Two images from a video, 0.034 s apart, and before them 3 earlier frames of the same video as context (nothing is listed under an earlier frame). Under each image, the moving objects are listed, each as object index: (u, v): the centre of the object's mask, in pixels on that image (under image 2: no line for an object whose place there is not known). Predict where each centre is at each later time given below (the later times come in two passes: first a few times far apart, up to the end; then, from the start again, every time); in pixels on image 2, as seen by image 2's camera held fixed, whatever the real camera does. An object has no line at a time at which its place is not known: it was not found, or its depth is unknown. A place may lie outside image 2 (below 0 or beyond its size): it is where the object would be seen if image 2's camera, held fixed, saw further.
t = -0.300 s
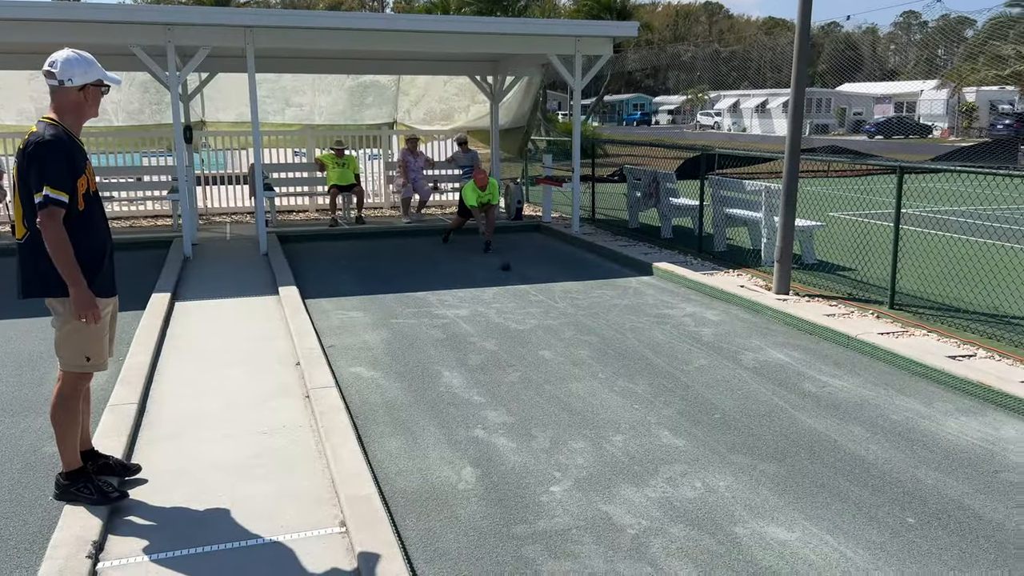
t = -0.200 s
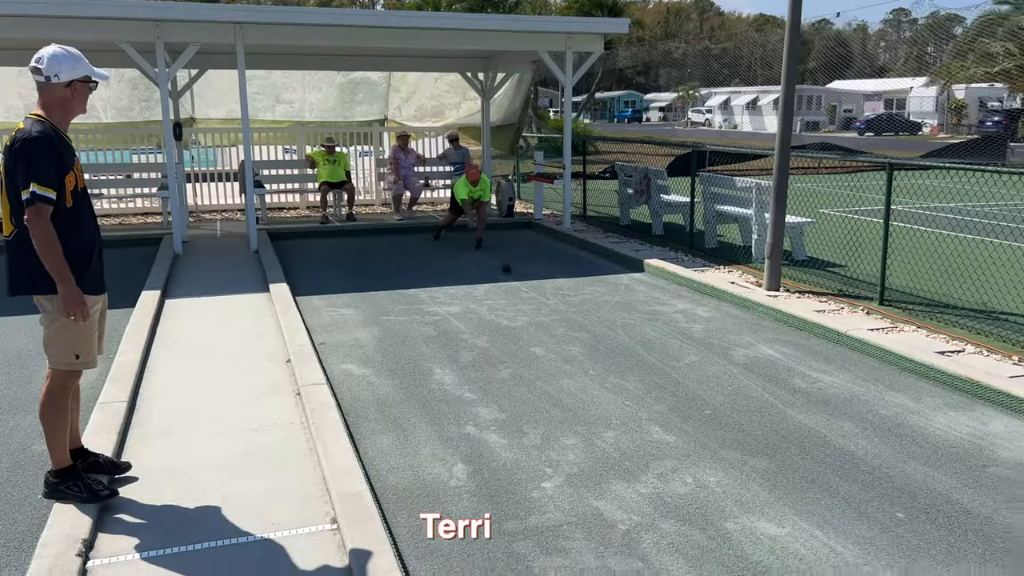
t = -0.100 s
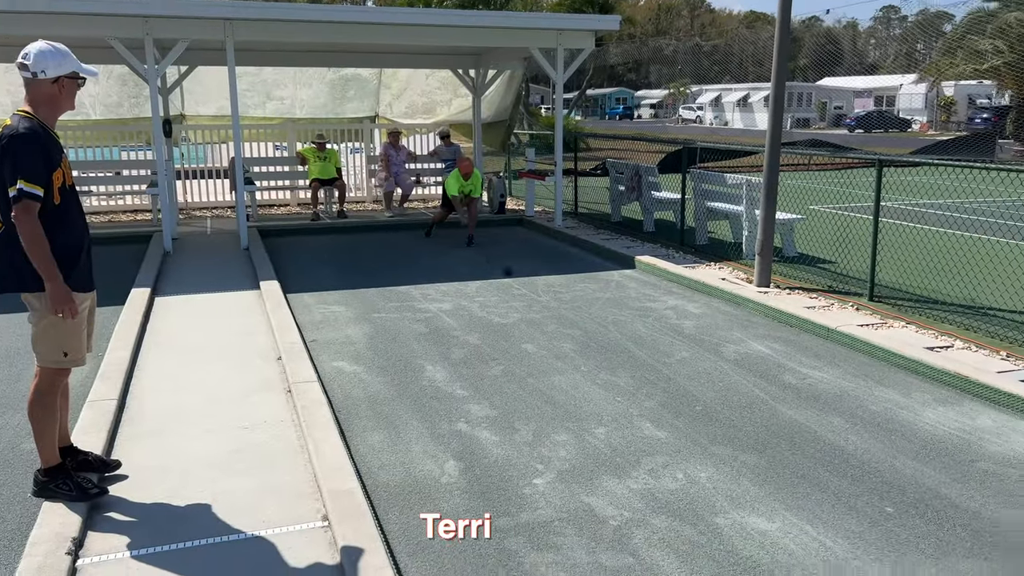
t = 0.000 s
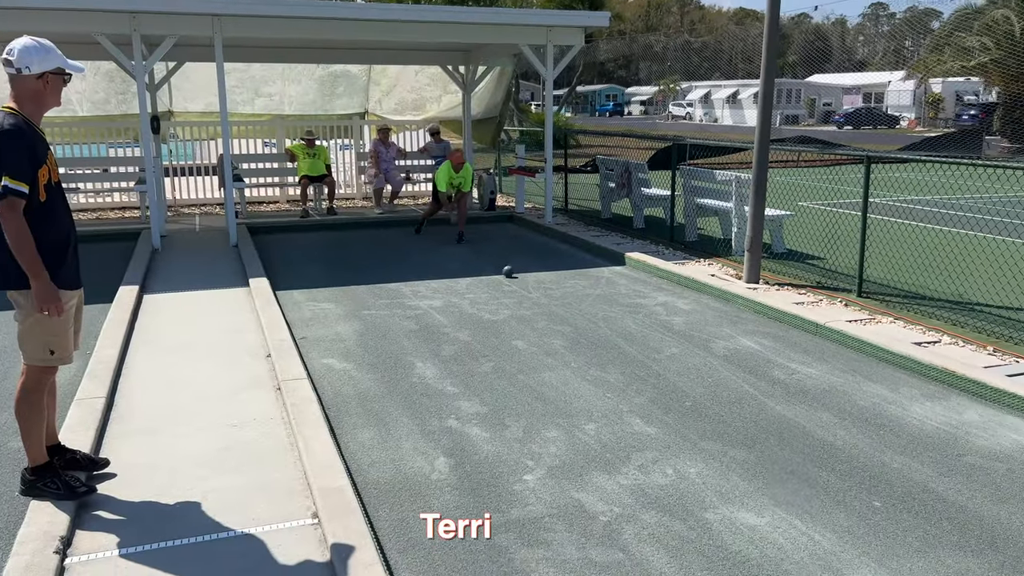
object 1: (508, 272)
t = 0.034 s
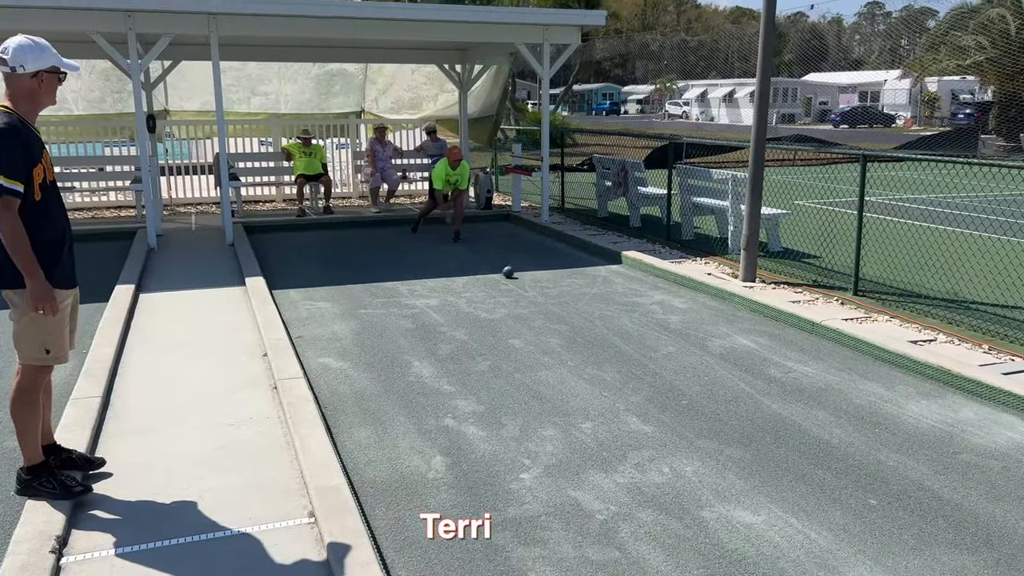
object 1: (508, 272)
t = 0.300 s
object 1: (539, 287)
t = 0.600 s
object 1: (580, 307)
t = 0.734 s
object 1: (601, 317)
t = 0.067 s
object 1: (511, 274)
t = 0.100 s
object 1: (515, 276)
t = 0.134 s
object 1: (519, 277)
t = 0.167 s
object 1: (523, 279)
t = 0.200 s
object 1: (527, 282)
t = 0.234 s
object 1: (531, 284)
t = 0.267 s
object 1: (535, 285)
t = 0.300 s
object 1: (539, 287)
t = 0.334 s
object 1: (543, 289)
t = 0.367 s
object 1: (547, 292)
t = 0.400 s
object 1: (552, 294)
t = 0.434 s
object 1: (556, 296)
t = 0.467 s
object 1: (560, 298)
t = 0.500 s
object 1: (565, 300)
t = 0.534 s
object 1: (570, 302)
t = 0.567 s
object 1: (575, 305)
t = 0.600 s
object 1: (580, 307)
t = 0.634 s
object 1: (585, 310)
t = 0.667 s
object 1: (590, 312)
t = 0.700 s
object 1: (595, 315)
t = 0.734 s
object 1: (601, 317)
